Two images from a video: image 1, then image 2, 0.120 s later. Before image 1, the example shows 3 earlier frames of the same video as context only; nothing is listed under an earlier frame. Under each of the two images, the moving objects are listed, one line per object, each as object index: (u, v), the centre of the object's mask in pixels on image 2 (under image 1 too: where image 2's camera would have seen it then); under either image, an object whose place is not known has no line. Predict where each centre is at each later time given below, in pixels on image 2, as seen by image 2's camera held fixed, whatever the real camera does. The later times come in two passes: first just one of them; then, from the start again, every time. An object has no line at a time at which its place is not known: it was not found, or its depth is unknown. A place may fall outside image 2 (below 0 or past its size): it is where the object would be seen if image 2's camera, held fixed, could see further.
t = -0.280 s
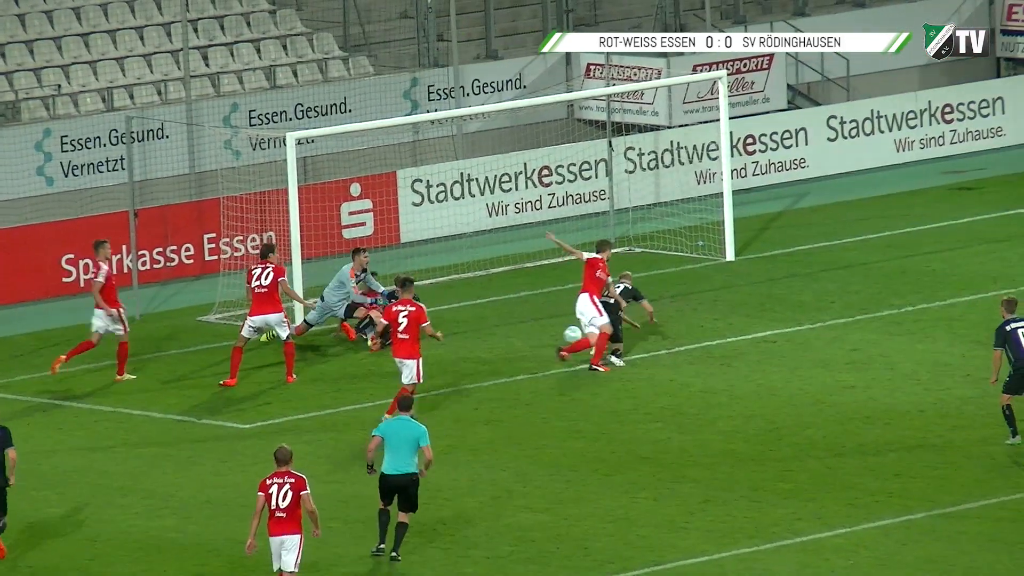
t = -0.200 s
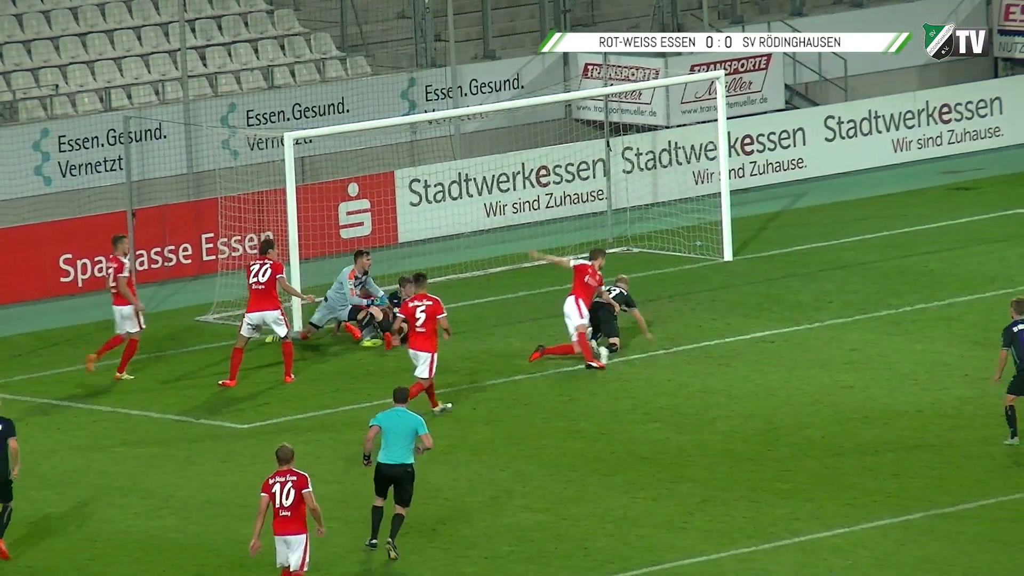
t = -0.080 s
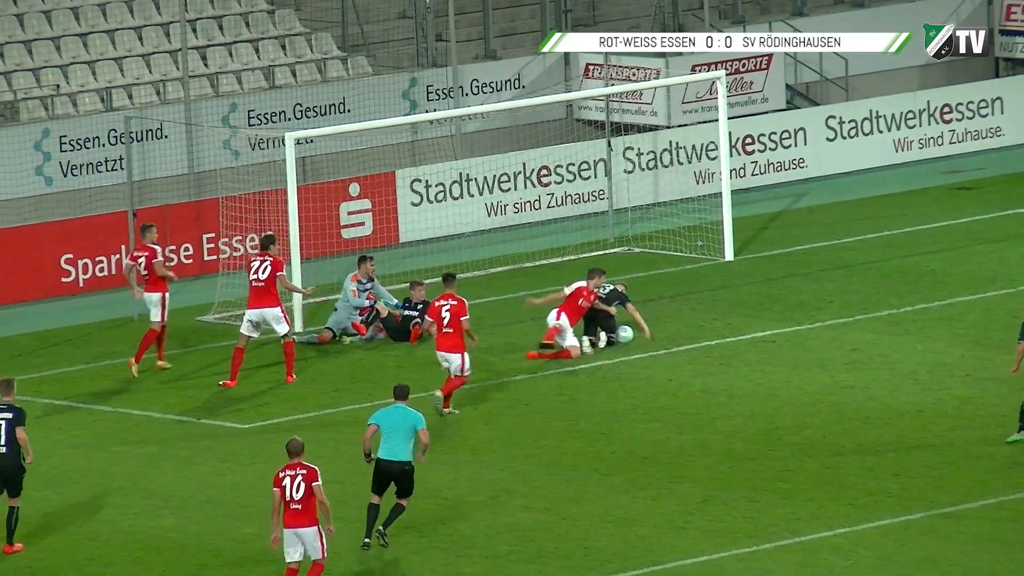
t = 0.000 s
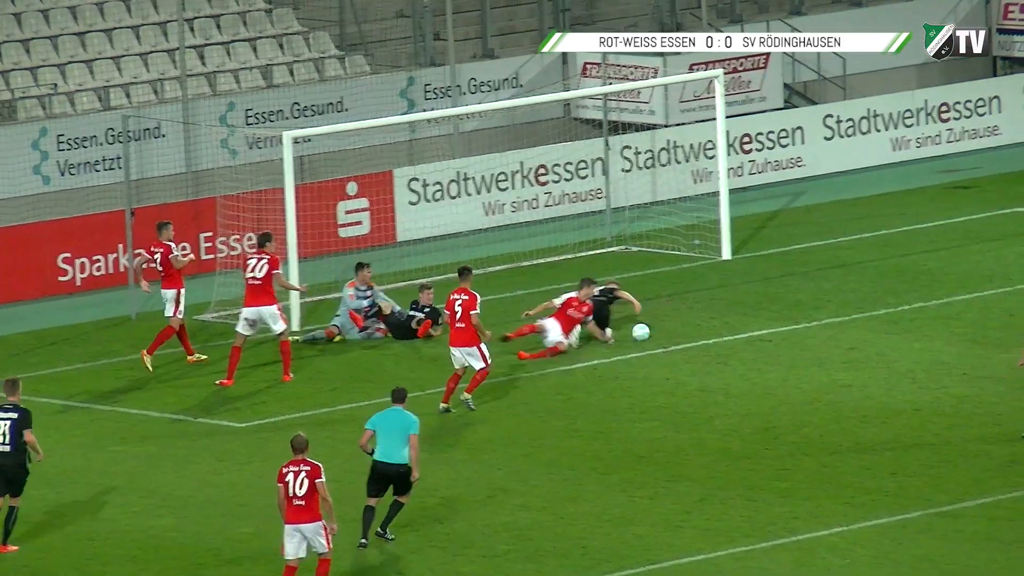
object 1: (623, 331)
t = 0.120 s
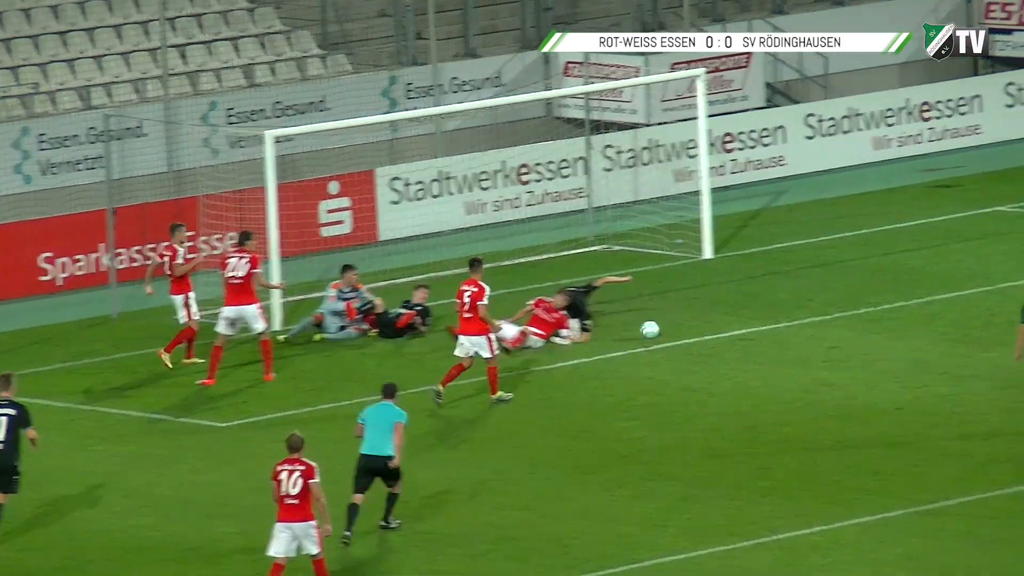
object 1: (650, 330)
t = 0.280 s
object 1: (681, 328)
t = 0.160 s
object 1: (658, 328)
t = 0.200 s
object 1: (665, 328)
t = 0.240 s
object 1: (673, 329)
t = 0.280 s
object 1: (681, 328)
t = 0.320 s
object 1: (688, 327)
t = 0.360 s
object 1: (695, 327)
